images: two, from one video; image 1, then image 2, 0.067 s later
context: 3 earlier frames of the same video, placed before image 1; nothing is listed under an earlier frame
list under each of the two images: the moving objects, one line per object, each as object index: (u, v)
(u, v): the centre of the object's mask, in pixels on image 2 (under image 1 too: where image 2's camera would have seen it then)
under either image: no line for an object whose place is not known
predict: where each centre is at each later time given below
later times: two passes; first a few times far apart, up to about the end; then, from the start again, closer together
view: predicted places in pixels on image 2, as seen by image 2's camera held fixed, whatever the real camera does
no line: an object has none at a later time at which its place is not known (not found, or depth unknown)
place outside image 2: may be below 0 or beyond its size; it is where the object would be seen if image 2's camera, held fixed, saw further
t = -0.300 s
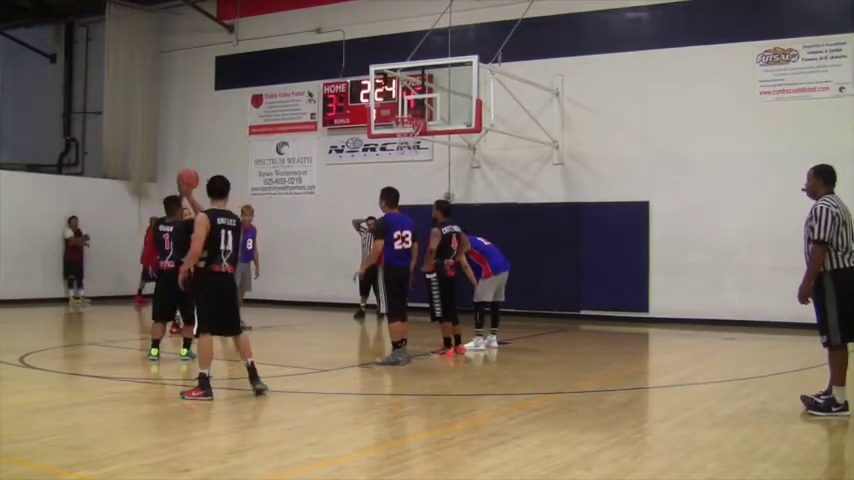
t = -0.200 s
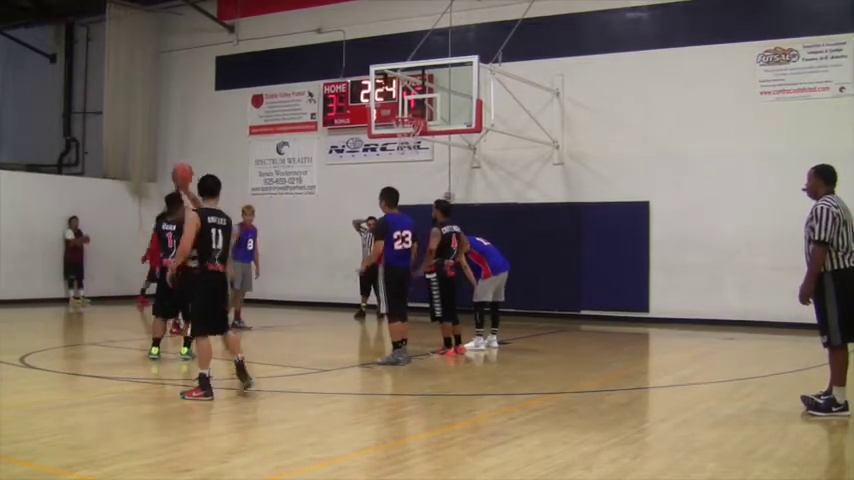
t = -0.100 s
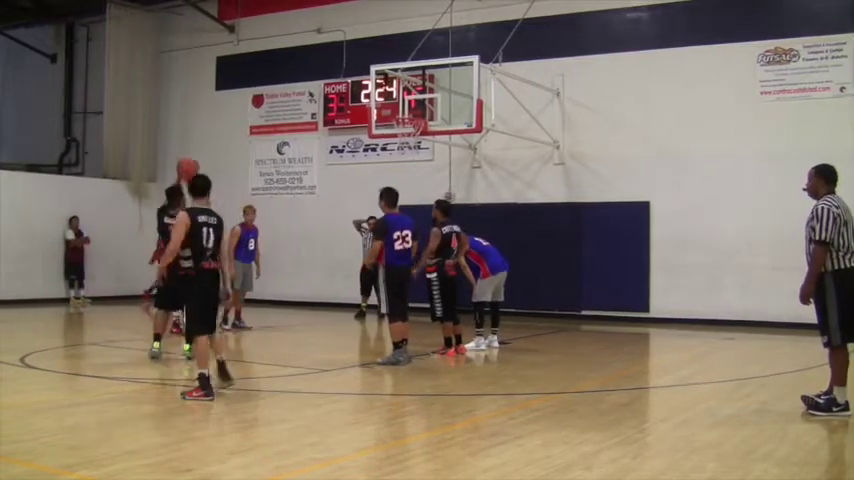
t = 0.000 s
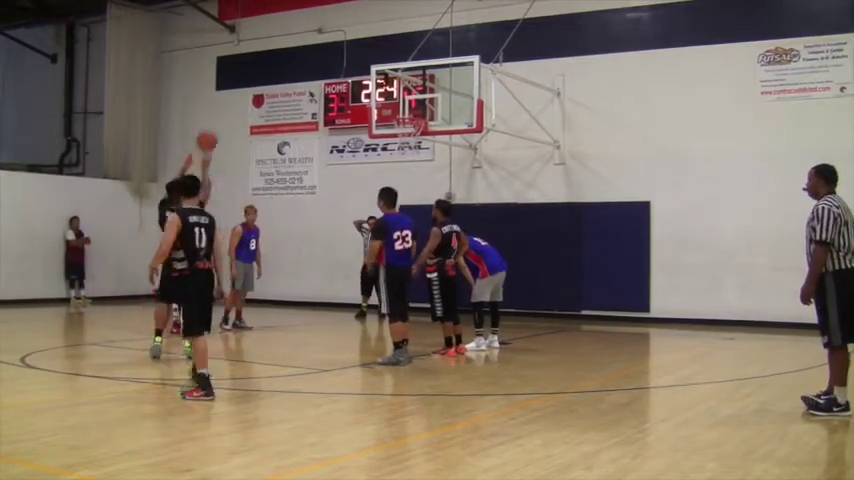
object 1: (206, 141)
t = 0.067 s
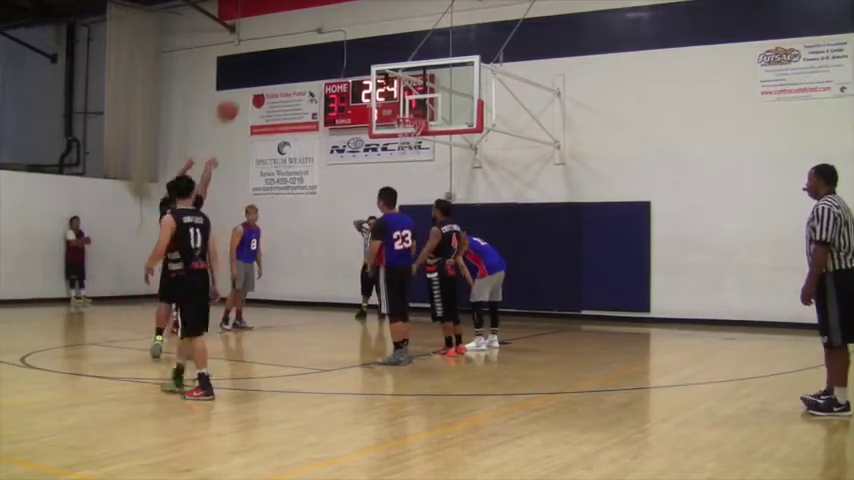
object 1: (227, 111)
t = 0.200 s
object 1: (263, 67)
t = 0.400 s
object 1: (312, 34)
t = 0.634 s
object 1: (359, 38)
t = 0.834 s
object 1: (393, 64)
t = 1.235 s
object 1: (419, 82)
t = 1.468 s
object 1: (412, 73)
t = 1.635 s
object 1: (404, 94)
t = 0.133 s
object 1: (245, 85)
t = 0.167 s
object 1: (255, 75)
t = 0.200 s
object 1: (263, 67)
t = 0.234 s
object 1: (272, 59)
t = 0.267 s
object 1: (281, 53)
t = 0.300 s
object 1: (289, 47)
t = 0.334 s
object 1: (296, 42)
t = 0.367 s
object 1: (304, 38)
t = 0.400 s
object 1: (312, 34)
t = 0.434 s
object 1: (319, 32)
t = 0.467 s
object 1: (326, 30)
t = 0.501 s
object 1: (333, 30)
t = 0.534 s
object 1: (341, 30)
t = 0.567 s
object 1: (346, 31)
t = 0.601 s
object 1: (353, 34)
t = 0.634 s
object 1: (359, 38)
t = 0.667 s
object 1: (366, 41)
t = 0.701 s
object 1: (372, 43)
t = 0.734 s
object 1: (379, 49)
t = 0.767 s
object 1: (383, 53)
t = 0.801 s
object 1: (390, 58)
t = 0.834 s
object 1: (393, 64)
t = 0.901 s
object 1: (406, 82)
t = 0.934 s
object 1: (408, 91)
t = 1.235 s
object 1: (419, 82)
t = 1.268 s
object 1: (414, 74)
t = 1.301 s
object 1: (413, 72)
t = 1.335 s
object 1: (413, 72)
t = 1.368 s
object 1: (413, 72)
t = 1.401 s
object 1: (413, 72)
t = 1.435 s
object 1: (413, 72)
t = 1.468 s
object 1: (412, 73)
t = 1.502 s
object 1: (411, 74)
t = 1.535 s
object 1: (410, 79)
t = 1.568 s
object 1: (405, 84)
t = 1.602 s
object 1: (403, 88)
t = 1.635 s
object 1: (404, 94)
